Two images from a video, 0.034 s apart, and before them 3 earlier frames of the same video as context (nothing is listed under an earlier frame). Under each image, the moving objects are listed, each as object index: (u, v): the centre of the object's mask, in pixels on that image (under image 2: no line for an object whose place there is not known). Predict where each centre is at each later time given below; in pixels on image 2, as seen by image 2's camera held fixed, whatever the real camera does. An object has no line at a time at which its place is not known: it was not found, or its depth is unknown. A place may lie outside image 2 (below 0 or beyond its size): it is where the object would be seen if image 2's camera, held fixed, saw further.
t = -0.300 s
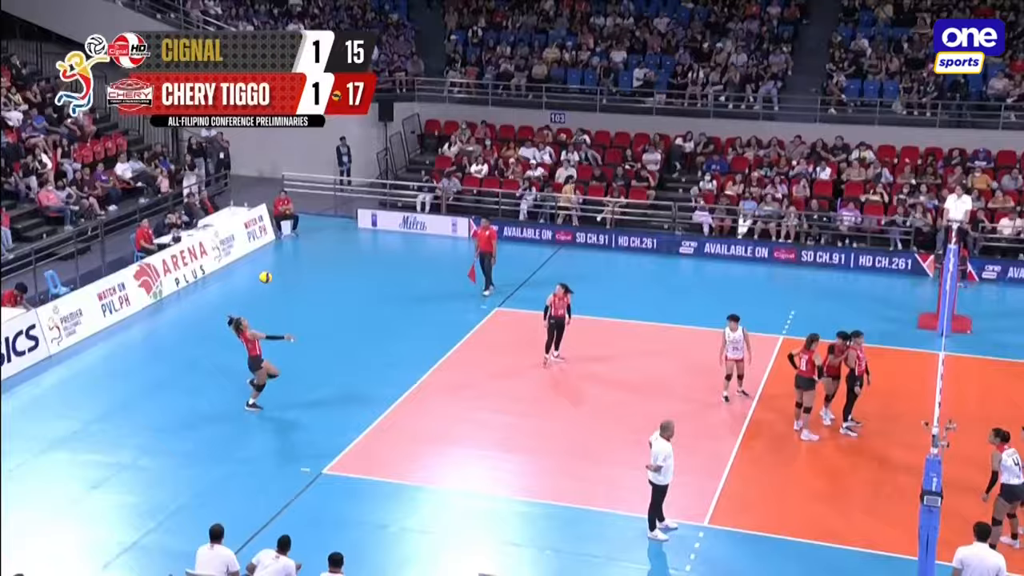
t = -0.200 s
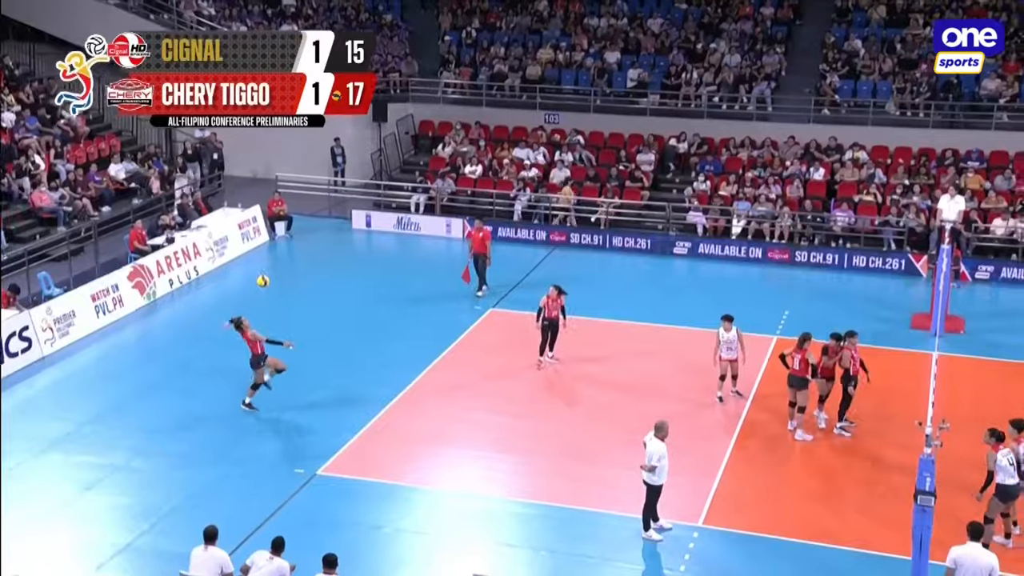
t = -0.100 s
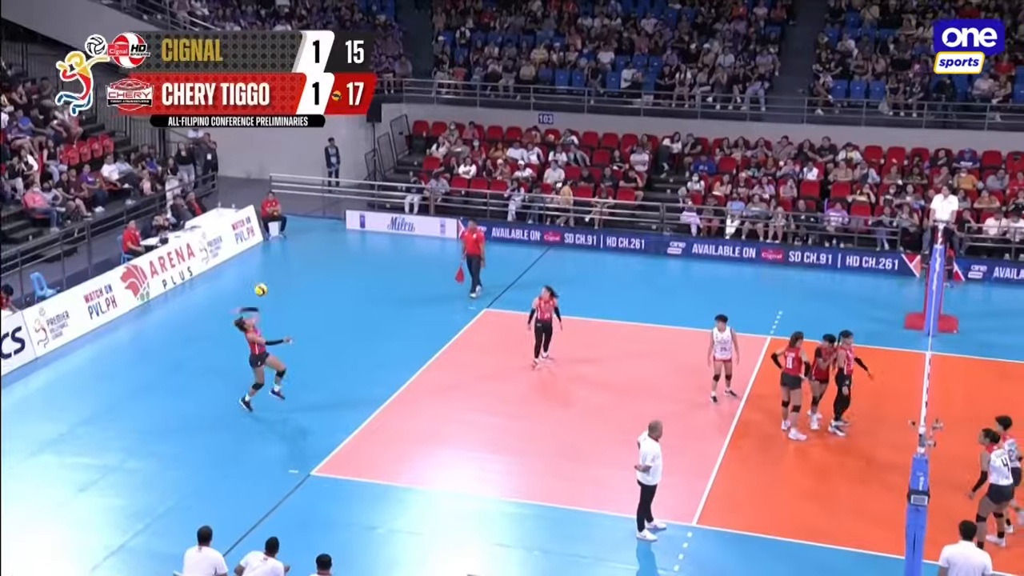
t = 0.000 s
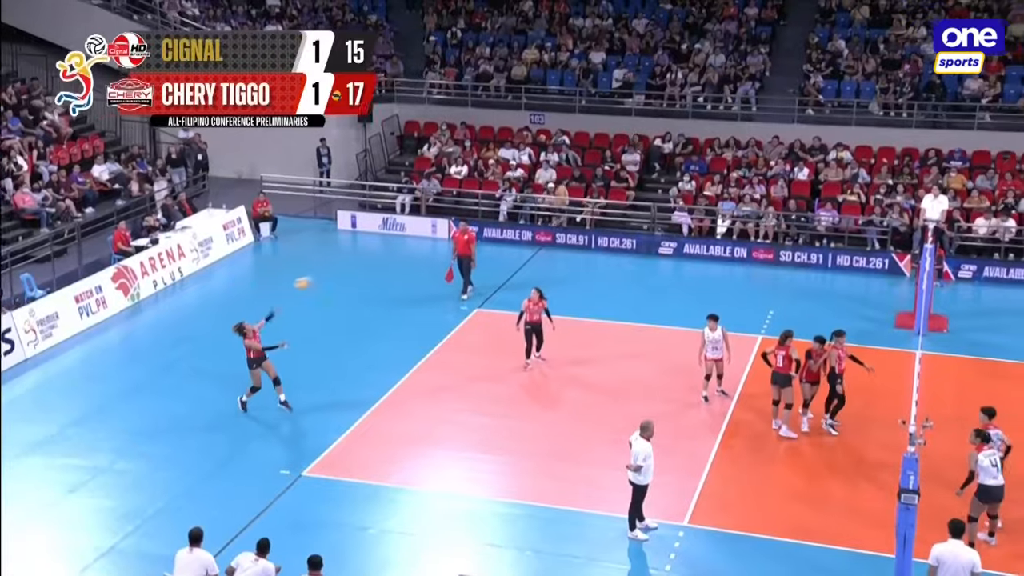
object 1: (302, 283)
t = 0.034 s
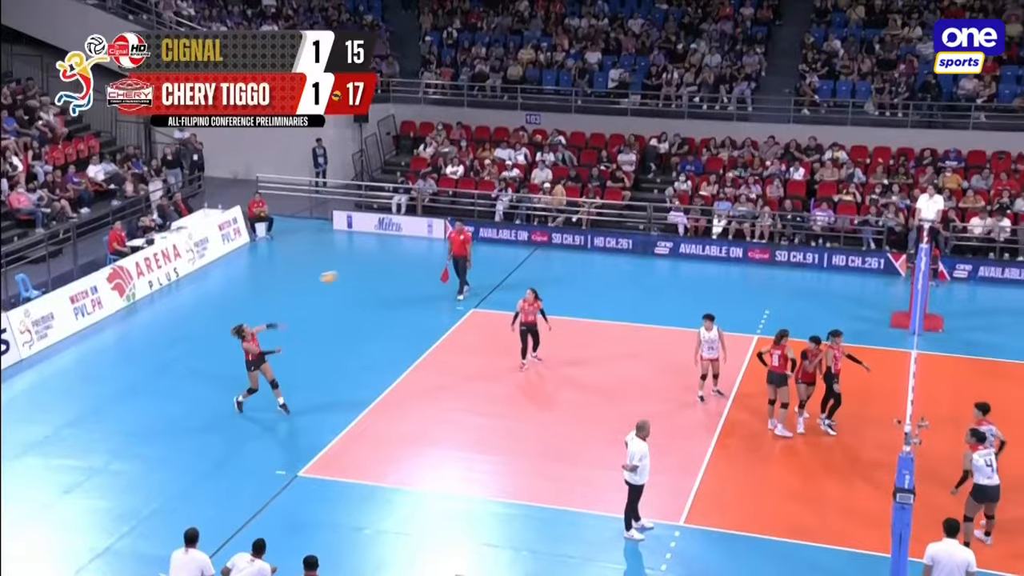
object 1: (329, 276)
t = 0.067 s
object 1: (356, 271)
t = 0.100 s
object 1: (387, 265)
